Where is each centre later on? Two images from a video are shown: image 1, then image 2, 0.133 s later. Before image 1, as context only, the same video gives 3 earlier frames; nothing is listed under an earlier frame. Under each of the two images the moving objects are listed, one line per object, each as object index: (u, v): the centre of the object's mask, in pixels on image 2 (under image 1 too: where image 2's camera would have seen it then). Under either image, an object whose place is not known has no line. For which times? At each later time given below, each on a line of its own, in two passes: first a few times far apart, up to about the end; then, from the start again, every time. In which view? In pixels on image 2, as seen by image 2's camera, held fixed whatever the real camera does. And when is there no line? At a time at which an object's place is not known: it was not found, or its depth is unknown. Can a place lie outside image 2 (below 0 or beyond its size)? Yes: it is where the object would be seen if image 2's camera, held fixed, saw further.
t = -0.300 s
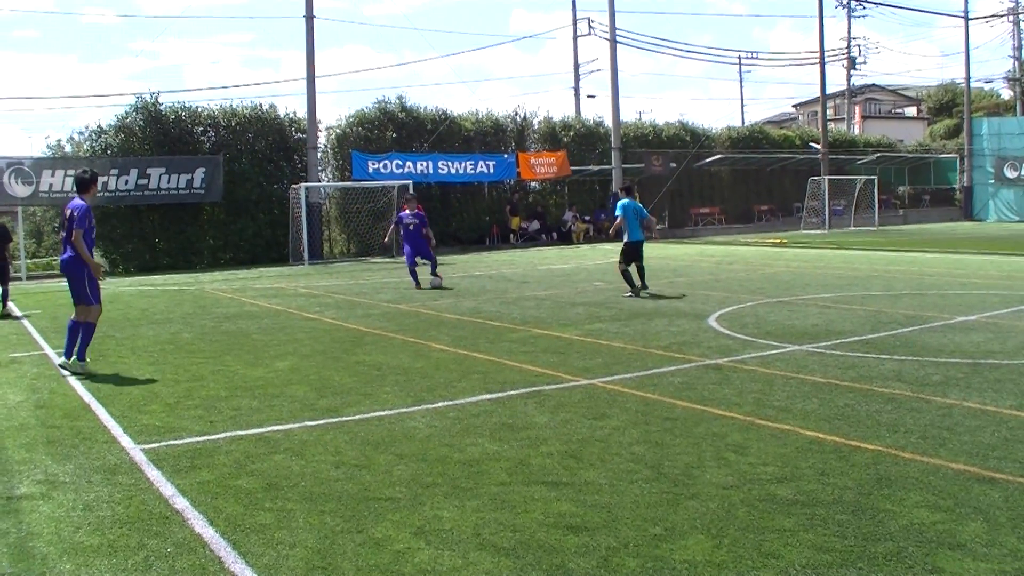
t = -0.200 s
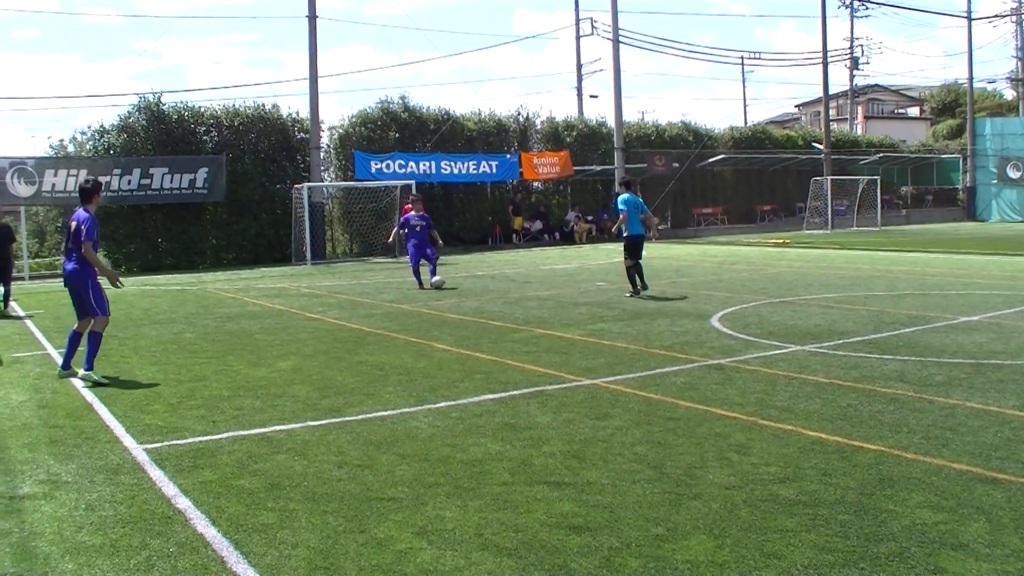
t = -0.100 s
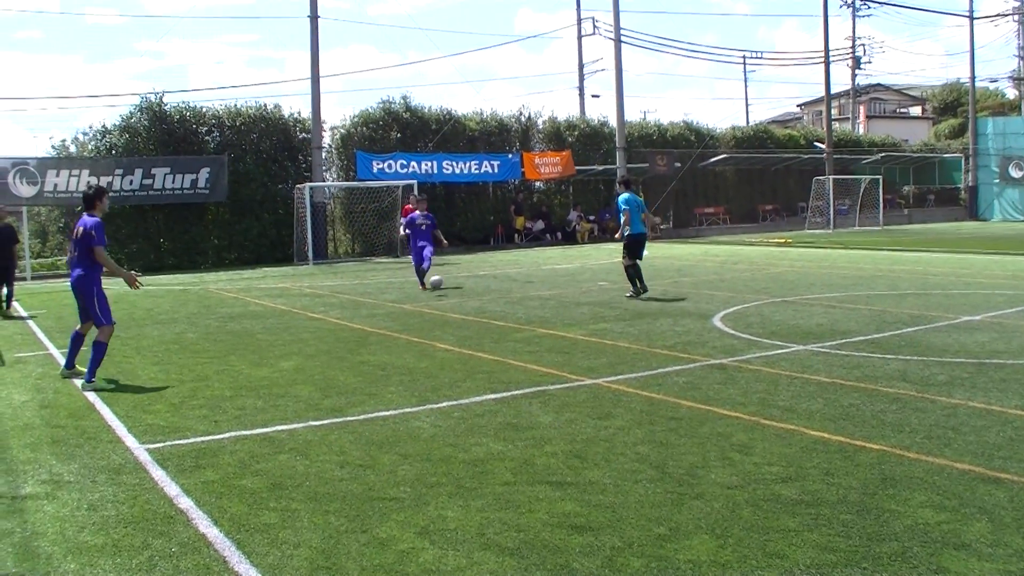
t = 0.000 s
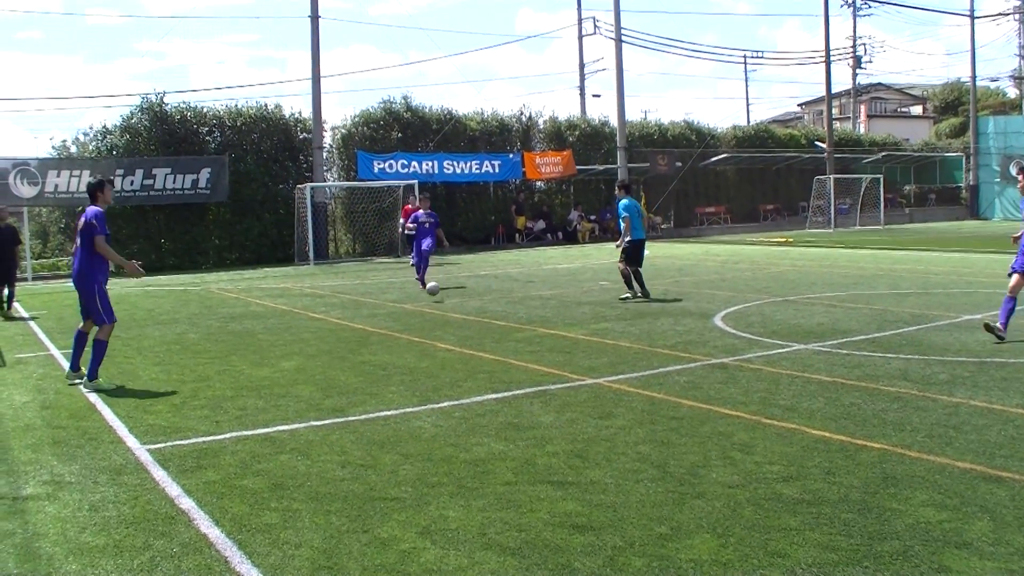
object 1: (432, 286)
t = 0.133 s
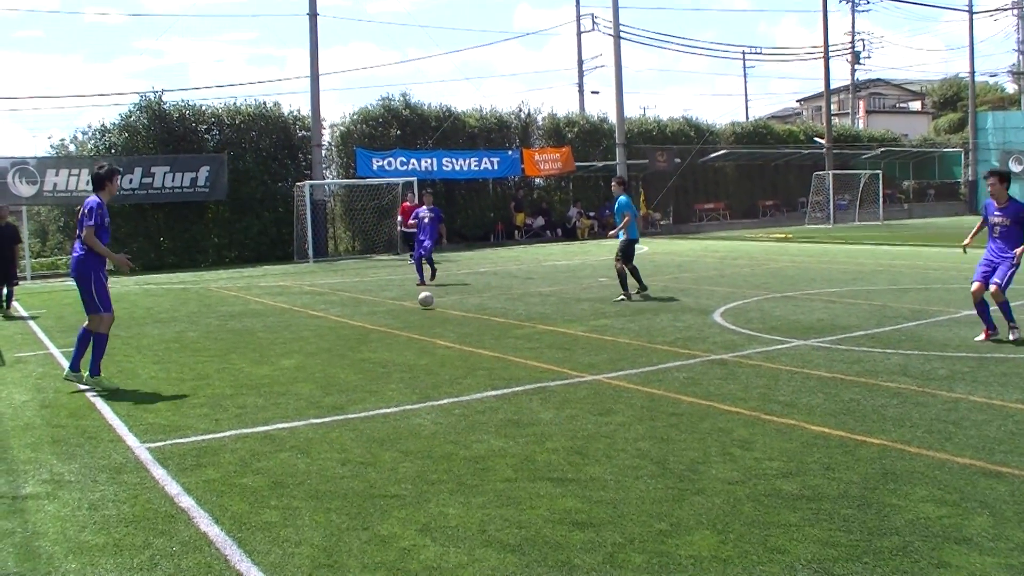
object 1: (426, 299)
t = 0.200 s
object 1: (422, 301)
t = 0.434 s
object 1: (408, 318)
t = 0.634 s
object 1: (392, 335)
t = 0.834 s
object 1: (373, 355)
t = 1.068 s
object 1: (344, 381)
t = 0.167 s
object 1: (424, 299)
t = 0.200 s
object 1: (422, 301)
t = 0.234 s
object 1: (420, 303)
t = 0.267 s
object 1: (419, 306)
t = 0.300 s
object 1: (417, 310)
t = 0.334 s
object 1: (414, 314)
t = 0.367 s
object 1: (412, 317)
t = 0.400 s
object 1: (410, 317)
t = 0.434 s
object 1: (408, 318)
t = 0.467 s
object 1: (405, 320)
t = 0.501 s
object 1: (402, 324)
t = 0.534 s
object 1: (400, 329)
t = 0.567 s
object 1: (397, 332)
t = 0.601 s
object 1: (394, 333)
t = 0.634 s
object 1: (392, 335)
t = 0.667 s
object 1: (389, 339)
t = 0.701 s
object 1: (386, 342)
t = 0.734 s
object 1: (383, 345)
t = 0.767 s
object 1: (380, 347)
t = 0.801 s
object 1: (377, 350)
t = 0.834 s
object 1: (373, 355)
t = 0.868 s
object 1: (370, 358)
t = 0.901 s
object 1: (366, 361)
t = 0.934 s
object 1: (362, 365)
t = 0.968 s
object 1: (358, 368)
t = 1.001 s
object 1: (353, 372)
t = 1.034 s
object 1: (349, 377)
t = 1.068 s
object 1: (344, 381)
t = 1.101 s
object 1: (339, 386)
